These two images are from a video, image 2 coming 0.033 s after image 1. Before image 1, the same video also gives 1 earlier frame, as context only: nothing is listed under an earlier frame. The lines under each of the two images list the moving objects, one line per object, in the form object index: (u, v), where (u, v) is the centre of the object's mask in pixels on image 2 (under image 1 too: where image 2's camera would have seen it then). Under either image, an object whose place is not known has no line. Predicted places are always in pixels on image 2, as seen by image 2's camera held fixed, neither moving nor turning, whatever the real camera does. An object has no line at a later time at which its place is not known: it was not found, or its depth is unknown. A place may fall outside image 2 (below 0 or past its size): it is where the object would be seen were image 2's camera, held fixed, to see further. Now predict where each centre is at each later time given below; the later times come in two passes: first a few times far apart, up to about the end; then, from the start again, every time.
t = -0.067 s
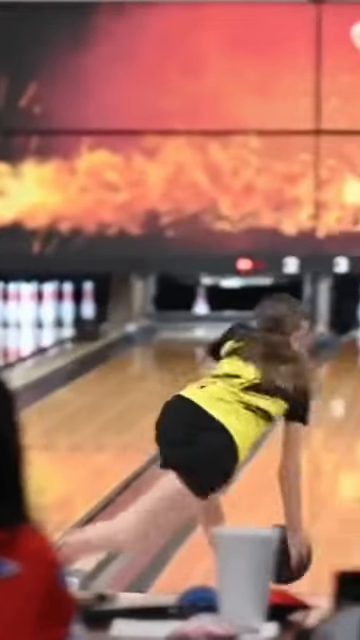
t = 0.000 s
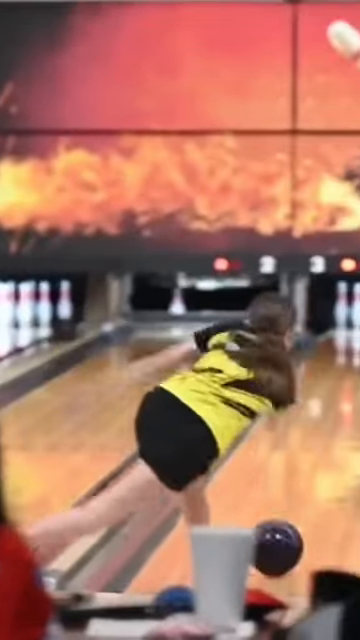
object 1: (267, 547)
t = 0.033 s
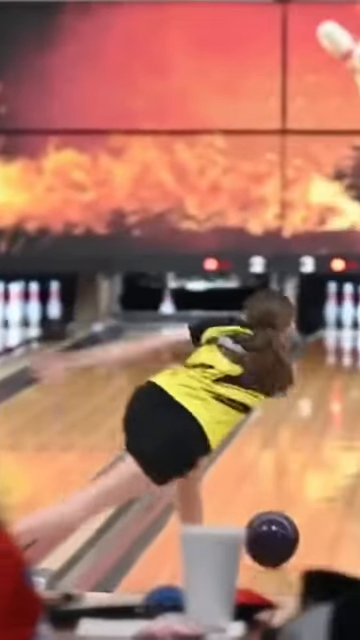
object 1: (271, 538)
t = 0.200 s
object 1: (301, 504)
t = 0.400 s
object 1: (330, 469)
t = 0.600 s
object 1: (353, 440)
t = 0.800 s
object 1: (371, 416)
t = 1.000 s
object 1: (386, 395)
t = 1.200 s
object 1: (397, 377)
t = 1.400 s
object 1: (406, 361)
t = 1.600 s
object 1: (410, 349)
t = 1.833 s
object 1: (410, 336)
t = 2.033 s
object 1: (403, 327)
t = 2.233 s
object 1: (392, 319)
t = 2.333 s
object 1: (391, 318)
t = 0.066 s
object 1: (277, 532)
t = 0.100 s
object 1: (283, 525)
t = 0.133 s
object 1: (289, 518)
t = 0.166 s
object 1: (295, 511)
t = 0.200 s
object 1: (301, 504)
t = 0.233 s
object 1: (307, 498)
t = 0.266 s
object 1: (311, 492)
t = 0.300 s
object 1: (316, 486)
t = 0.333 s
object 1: (321, 480)
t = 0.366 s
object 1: (326, 474)
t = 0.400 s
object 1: (330, 469)
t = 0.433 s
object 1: (334, 464)
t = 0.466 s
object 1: (338, 459)
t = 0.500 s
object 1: (342, 454)
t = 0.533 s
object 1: (346, 449)
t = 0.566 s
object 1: (349, 444)
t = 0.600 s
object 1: (353, 440)
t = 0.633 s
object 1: (356, 436)
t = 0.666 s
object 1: (360, 432)
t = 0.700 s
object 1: (362, 428)
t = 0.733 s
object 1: (366, 424)
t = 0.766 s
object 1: (369, 420)
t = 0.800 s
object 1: (371, 416)
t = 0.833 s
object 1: (374, 412)
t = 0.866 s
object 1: (377, 409)
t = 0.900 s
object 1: (379, 405)
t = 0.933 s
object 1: (382, 402)
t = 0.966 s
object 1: (384, 399)
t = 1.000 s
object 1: (386, 395)
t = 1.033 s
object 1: (388, 392)
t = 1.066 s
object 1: (390, 389)
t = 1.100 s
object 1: (392, 386)
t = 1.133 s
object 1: (394, 383)
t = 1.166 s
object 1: (395, 380)
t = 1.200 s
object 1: (397, 377)
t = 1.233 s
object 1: (399, 375)
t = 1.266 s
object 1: (400, 372)
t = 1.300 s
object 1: (401, 370)
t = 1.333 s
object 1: (403, 367)
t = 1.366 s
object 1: (404, 364)
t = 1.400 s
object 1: (406, 361)
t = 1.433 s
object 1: (406, 360)
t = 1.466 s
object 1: (407, 357)
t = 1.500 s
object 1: (407, 355)
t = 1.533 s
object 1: (408, 353)
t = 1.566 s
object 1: (409, 350)
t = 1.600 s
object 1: (410, 349)
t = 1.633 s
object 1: (410, 347)
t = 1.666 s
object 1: (411, 345)
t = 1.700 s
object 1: (411, 343)
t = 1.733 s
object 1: (411, 341)
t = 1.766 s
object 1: (411, 340)
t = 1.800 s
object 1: (411, 338)
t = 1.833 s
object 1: (410, 336)
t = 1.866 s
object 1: (409, 334)
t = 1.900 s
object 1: (408, 333)
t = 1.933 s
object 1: (407, 331)
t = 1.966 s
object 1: (406, 330)
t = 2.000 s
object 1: (404, 328)
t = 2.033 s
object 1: (403, 327)
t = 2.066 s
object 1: (402, 325)
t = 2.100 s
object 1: (400, 324)
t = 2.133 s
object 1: (399, 323)
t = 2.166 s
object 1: (398, 323)
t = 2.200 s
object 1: (394, 320)
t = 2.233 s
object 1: (392, 319)
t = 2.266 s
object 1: (392, 319)
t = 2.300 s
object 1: (392, 318)
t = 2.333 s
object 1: (391, 318)
